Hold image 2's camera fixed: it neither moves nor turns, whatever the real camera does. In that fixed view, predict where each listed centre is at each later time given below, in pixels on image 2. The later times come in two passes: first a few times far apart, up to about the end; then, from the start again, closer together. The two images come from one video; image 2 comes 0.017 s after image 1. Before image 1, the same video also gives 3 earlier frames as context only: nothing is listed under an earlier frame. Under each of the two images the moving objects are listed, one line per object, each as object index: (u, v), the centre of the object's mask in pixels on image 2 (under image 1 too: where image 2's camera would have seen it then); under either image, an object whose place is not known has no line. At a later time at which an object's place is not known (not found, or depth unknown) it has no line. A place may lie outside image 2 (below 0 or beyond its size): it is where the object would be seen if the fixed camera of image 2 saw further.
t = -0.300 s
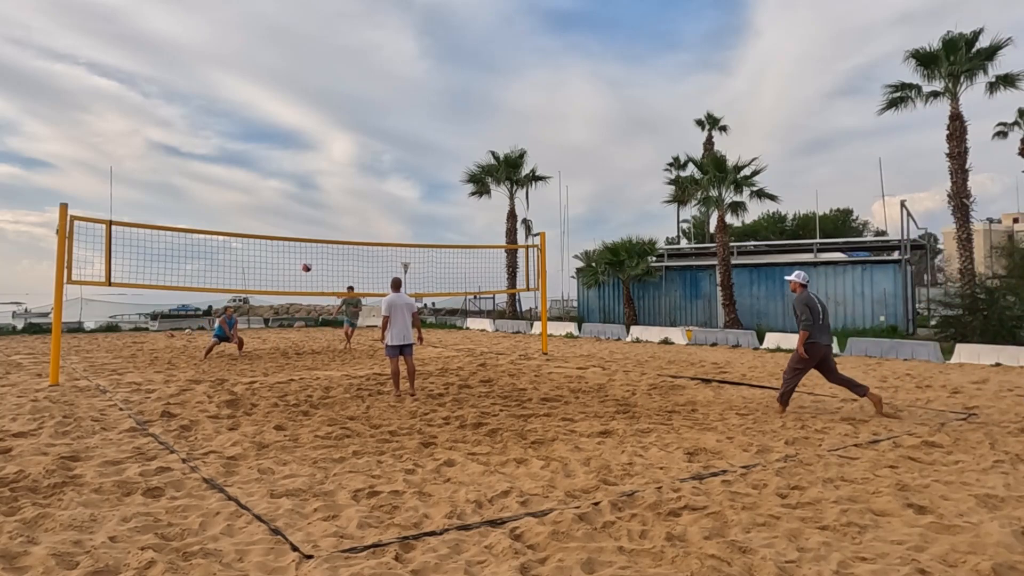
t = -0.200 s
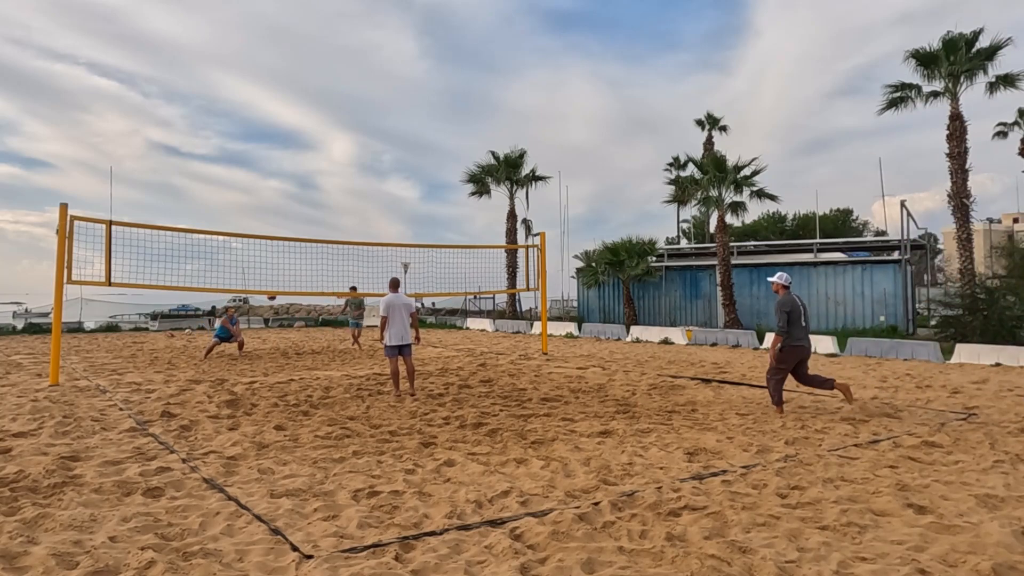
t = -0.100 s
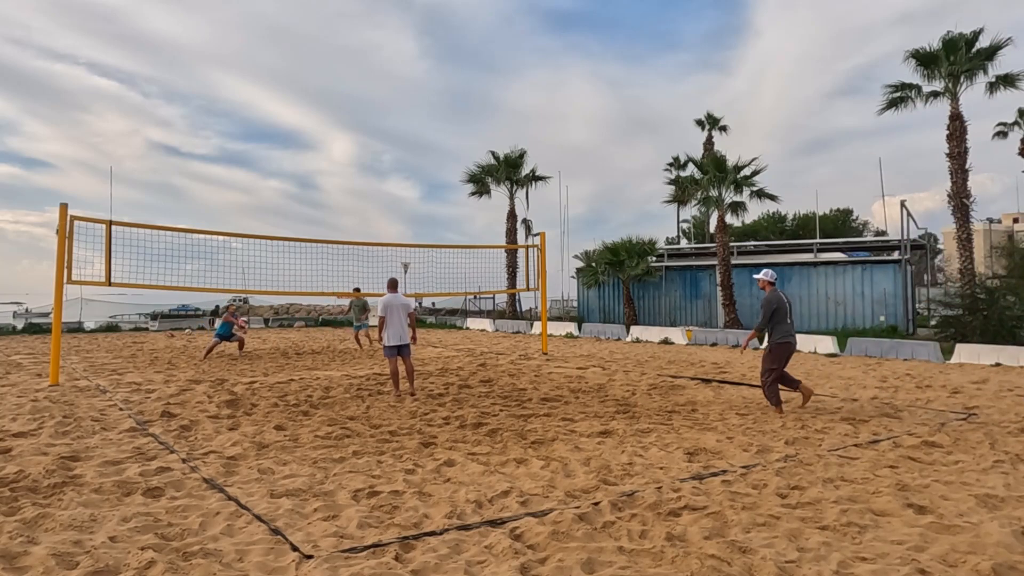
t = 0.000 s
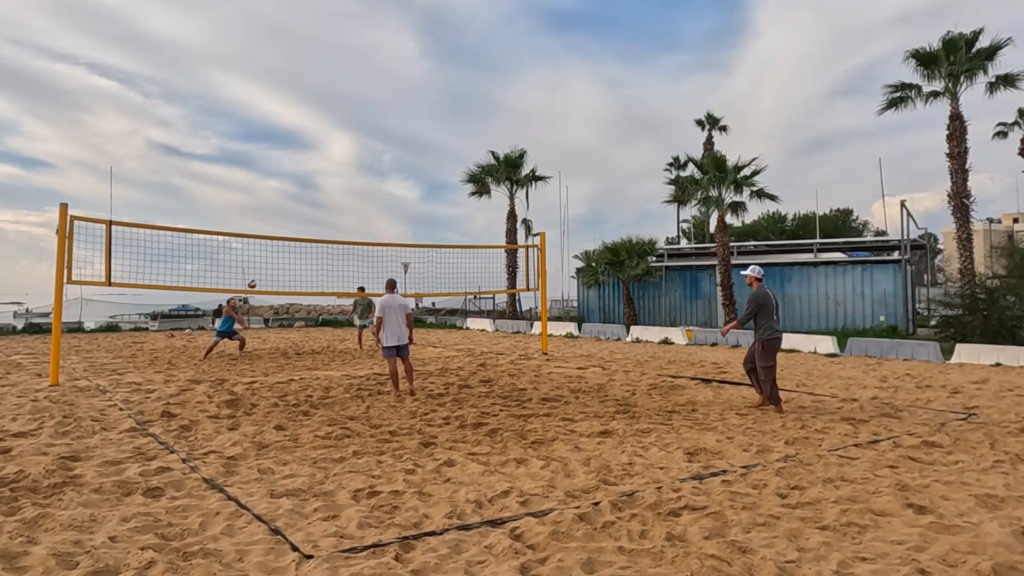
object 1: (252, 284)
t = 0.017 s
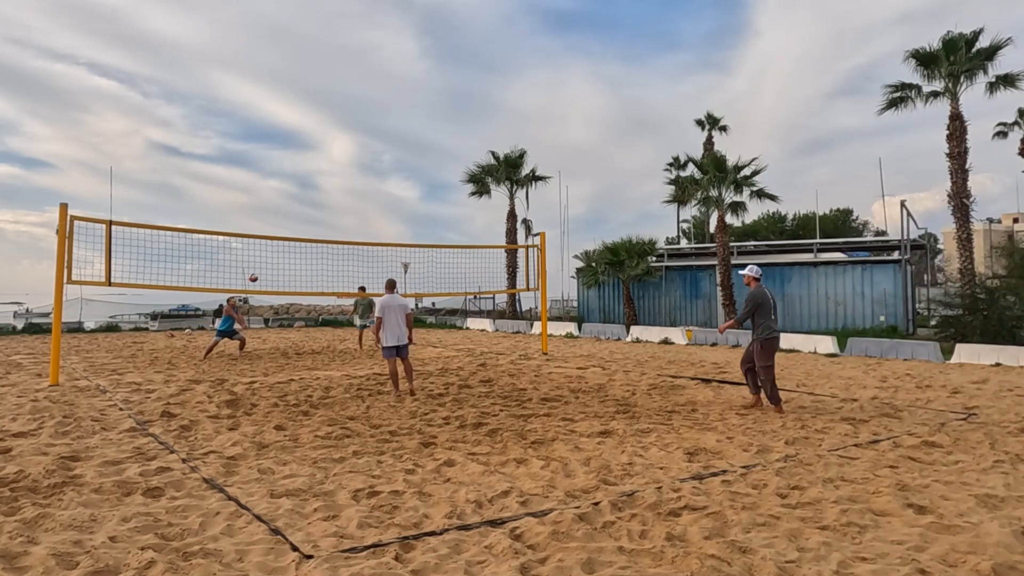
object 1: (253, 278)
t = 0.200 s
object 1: (269, 218)
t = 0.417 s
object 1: (285, 166)
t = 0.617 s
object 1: (301, 134)
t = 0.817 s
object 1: (315, 120)
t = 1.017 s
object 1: (330, 122)
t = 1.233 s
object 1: (347, 145)
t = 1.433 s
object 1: (364, 186)
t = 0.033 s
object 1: (255, 272)
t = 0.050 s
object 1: (256, 266)
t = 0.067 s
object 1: (258, 260)
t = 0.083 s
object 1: (259, 255)
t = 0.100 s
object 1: (260, 249)
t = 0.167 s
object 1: (266, 228)
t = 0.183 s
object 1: (267, 223)
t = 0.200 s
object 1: (269, 218)
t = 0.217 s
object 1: (270, 214)
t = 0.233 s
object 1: (271, 209)
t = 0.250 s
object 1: (273, 205)
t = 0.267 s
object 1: (274, 200)
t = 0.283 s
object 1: (275, 196)
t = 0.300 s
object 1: (277, 192)
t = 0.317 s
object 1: (278, 188)
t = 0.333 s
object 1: (279, 184)
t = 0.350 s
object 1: (280, 180)
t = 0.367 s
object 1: (282, 176)
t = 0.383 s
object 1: (283, 173)
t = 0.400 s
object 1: (284, 169)
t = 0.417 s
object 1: (285, 166)
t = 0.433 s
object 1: (287, 163)
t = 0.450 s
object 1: (288, 159)
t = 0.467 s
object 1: (289, 156)
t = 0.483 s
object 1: (290, 153)
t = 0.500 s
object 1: (292, 151)
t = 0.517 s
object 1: (293, 148)
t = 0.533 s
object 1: (294, 146)
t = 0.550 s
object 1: (295, 143)
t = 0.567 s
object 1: (297, 141)
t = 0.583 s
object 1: (298, 138)
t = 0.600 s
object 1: (299, 136)
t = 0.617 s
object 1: (301, 134)
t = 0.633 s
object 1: (302, 132)
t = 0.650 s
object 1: (303, 131)
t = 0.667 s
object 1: (304, 129)
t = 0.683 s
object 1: (305, 128)
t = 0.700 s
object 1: (307, 126)
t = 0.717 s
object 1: (308, 125)
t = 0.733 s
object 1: (309, 123)
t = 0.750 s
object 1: (310, 123)
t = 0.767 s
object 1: (311, 122)
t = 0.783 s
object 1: (313, 121)
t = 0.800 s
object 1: (314, 120)
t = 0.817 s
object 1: (315, 120)
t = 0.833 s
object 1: (317, 119)
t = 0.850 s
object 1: (318, 119)
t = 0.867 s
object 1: (319, 118)
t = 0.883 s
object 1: (321, 118)
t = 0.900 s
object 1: (322, 118)
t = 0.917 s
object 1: (323, 118)
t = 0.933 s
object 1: (324, 119)
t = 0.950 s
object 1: (325, 119)
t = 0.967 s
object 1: (326, 119)
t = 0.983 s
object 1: (328, 120)
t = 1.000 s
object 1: (329, 121)
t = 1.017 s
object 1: (330, 122)
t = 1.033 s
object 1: (332, 123)
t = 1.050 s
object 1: (333, 124)
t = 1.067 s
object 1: (334, 125)
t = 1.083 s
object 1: (336, 126)
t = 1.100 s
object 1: (337, 128)
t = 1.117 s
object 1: (338, 130)
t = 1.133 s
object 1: (340, 131)
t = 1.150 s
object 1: (341, 133)
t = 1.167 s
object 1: (342, 135)
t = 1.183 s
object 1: (343, 137)
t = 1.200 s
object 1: (345, 140)
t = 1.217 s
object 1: (346, 142)
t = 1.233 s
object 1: (347, 145)
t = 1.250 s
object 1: (349, 147)
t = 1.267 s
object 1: (350, 150)
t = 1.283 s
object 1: (352, 153)
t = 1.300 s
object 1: (353, 156)
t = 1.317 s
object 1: (354, 159)
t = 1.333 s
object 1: (356, 163)
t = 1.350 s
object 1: (357, 166)
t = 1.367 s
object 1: (359, 170)
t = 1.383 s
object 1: (360, 174)
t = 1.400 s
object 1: (361, 177)
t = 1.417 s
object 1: (363, 182)
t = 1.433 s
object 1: (364, 186)
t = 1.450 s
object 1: (365, 190)
